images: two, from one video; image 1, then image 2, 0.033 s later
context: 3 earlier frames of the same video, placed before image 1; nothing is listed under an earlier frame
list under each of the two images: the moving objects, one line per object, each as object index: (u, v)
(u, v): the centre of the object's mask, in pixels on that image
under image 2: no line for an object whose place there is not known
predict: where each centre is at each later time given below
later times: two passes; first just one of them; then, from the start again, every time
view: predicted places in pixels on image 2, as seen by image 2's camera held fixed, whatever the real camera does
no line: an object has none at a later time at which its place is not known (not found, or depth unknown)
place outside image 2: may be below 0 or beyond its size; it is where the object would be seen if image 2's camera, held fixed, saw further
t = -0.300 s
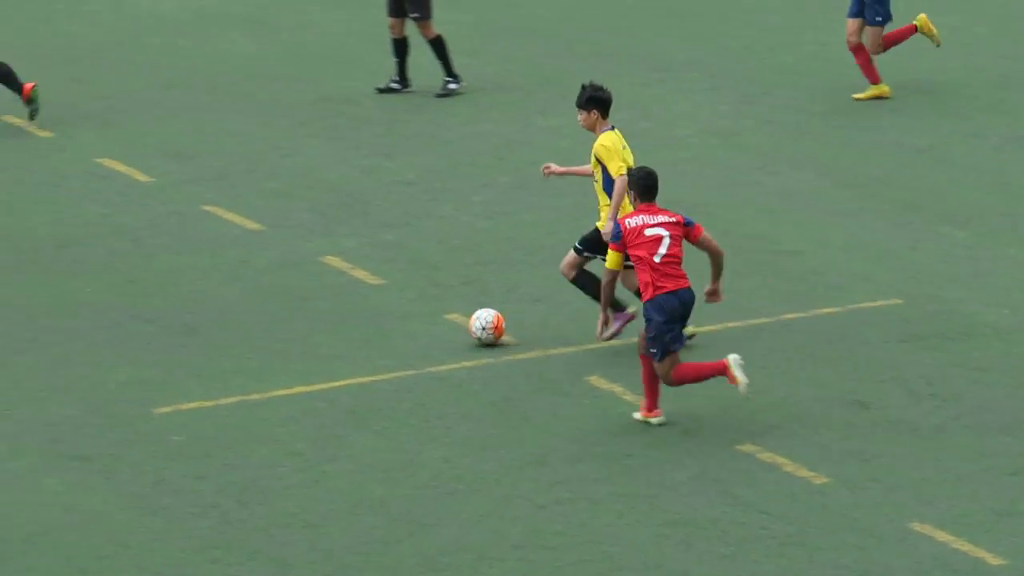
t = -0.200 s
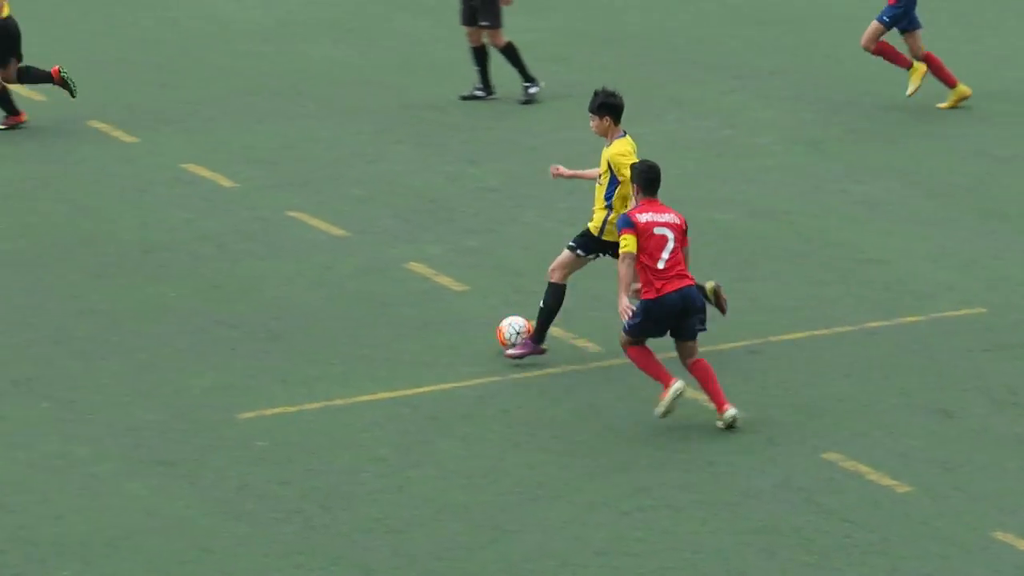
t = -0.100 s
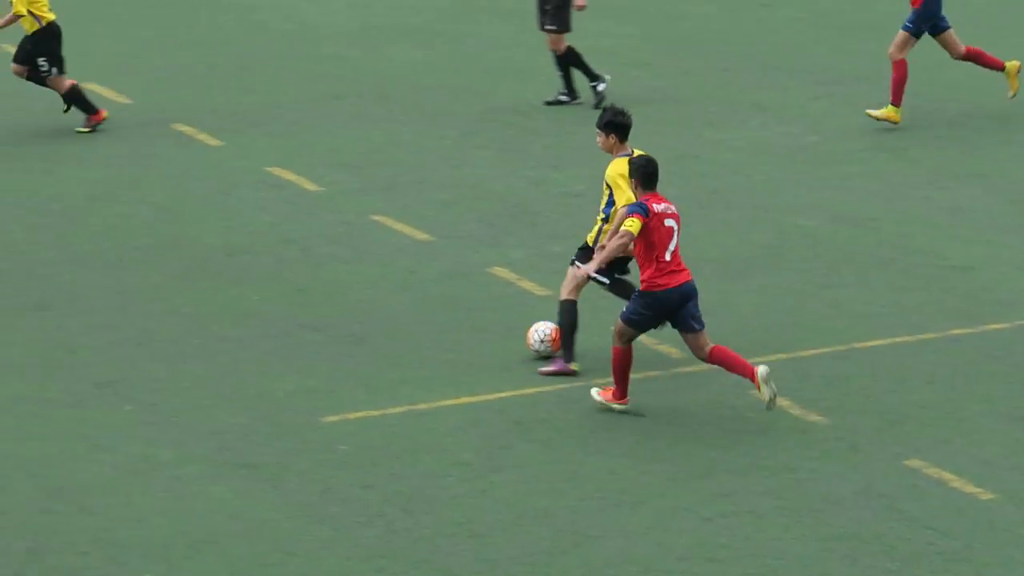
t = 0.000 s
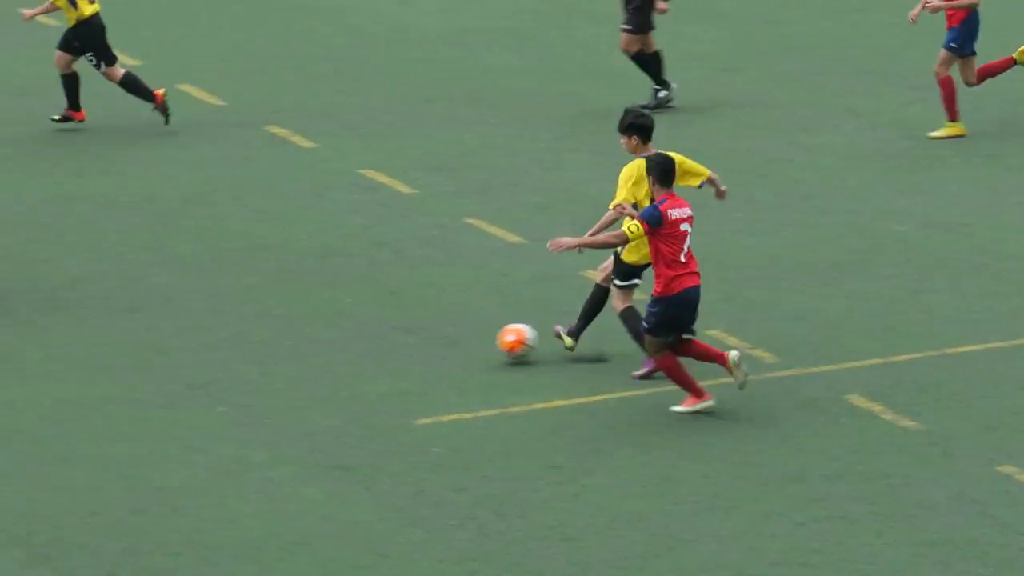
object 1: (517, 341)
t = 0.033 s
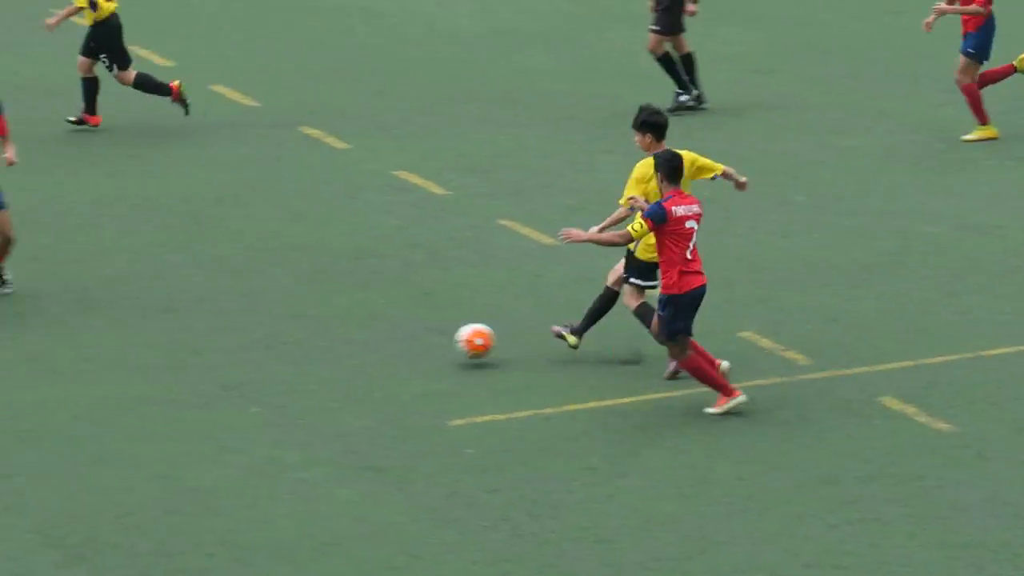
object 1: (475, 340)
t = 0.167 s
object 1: (178, 353)
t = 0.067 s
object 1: (400, 340)
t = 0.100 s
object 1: (327, 342)
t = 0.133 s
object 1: (252, 347)
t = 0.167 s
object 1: (178, 353)
